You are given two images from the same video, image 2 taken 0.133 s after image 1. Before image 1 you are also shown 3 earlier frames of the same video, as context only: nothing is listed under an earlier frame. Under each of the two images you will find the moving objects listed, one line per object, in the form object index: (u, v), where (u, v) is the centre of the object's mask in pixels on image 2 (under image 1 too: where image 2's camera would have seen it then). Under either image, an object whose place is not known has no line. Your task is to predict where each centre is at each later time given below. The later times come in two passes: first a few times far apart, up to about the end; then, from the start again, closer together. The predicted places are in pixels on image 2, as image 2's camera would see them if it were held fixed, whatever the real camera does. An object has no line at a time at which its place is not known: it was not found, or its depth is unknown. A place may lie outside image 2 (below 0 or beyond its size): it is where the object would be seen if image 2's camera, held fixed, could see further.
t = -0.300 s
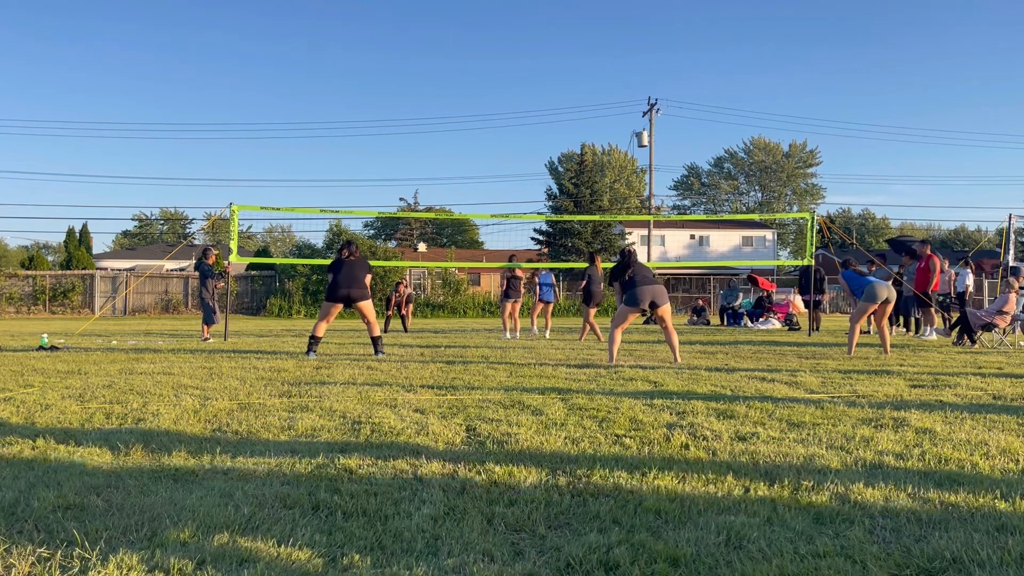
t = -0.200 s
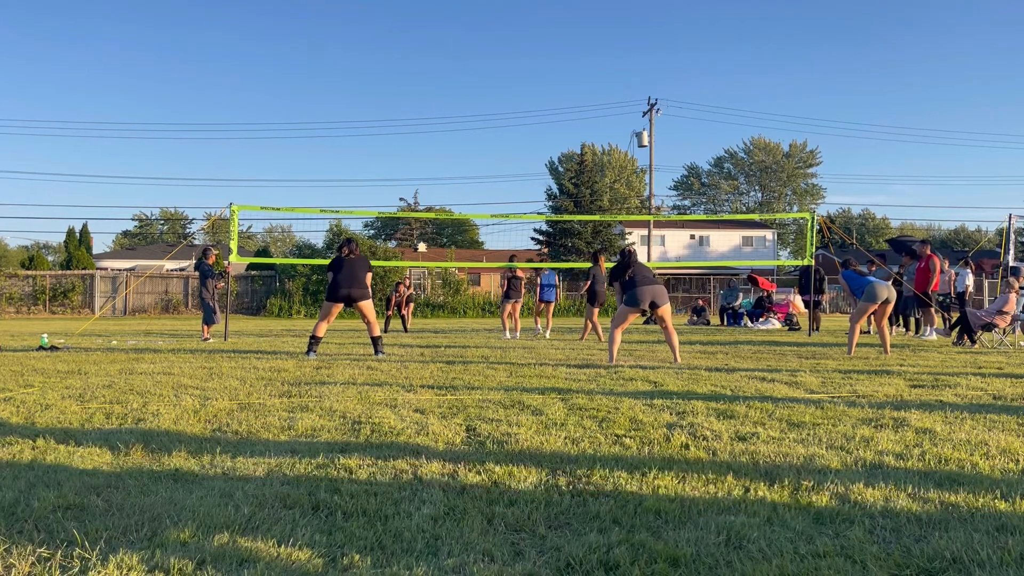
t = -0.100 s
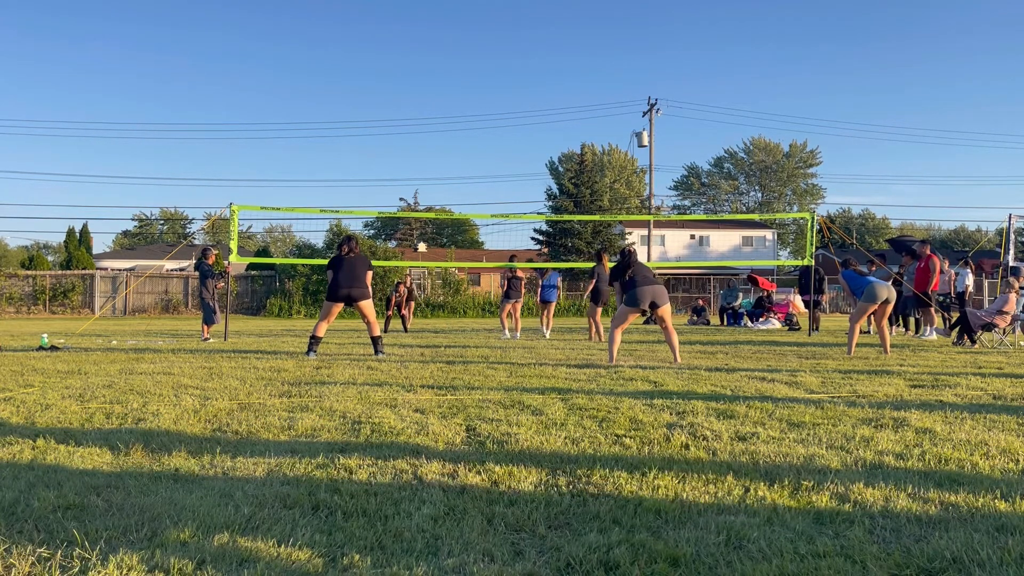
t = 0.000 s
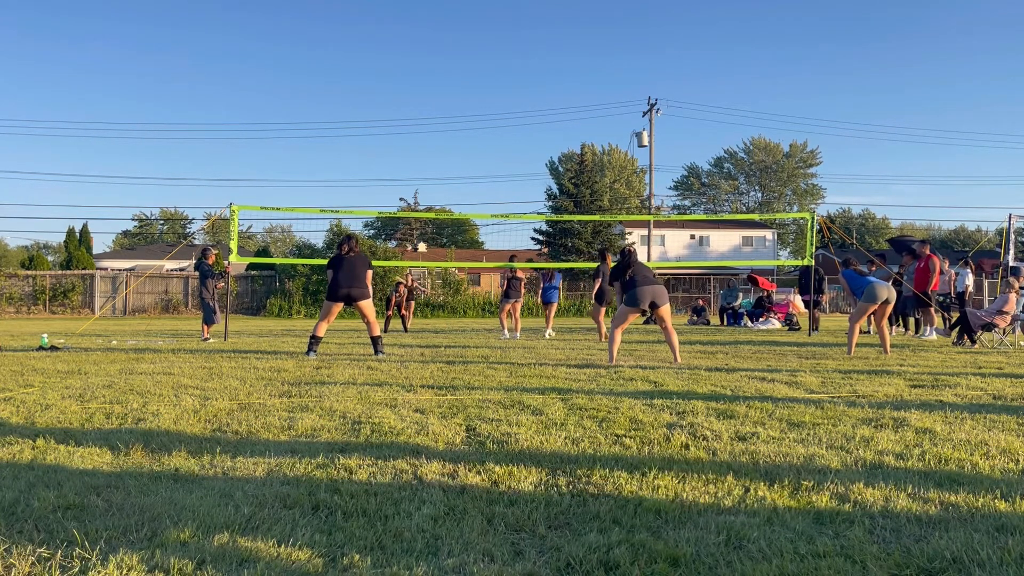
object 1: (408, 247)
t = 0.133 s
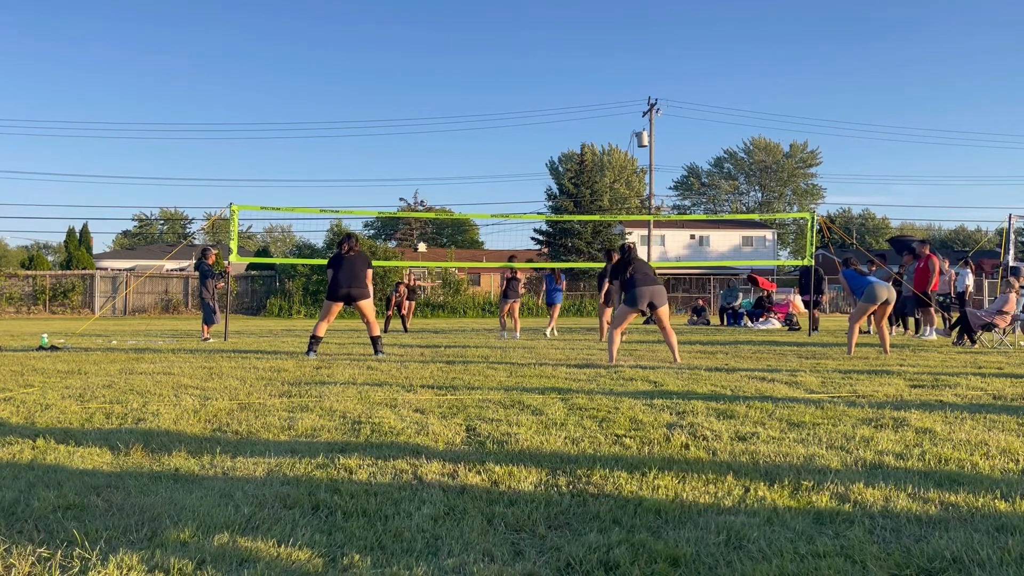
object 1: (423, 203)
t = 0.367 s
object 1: (457, 135)
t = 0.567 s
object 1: (490, 87)
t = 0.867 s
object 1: (545, 42)
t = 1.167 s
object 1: (615, 41)
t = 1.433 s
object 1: (691, 92)
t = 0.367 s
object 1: (457, 135)
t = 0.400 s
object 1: (463, 126)
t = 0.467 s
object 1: (473, 110)
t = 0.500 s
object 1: (479, 102)
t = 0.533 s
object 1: (484, 94)
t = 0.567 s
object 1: (490, 87)
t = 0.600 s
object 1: (495, 80)
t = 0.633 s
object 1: (501, 74)
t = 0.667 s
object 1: (506, 68)
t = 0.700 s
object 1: (513, 63)
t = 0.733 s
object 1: (519, 58)
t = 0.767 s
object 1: (525, 53)
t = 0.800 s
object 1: (531, 49)
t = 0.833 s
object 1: (538, 45)
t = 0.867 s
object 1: (545, 42)
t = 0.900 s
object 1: (552, 40)
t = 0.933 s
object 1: (559, 37)
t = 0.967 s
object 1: (567, 36)
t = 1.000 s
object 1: (574, 35)
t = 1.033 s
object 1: (582, 35)
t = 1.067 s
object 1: (590, 35)
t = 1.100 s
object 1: (598, 37)
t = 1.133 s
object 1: (607, 39)
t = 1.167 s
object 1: (615, 41)
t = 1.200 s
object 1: (624, 45)
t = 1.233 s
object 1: (633, 49)
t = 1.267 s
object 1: (642, 54)
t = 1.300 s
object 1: (651, 60)
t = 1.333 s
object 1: (660, 66)
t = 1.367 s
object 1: (670, 74)
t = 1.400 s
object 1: (681, 82)
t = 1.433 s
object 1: (691, 92)
